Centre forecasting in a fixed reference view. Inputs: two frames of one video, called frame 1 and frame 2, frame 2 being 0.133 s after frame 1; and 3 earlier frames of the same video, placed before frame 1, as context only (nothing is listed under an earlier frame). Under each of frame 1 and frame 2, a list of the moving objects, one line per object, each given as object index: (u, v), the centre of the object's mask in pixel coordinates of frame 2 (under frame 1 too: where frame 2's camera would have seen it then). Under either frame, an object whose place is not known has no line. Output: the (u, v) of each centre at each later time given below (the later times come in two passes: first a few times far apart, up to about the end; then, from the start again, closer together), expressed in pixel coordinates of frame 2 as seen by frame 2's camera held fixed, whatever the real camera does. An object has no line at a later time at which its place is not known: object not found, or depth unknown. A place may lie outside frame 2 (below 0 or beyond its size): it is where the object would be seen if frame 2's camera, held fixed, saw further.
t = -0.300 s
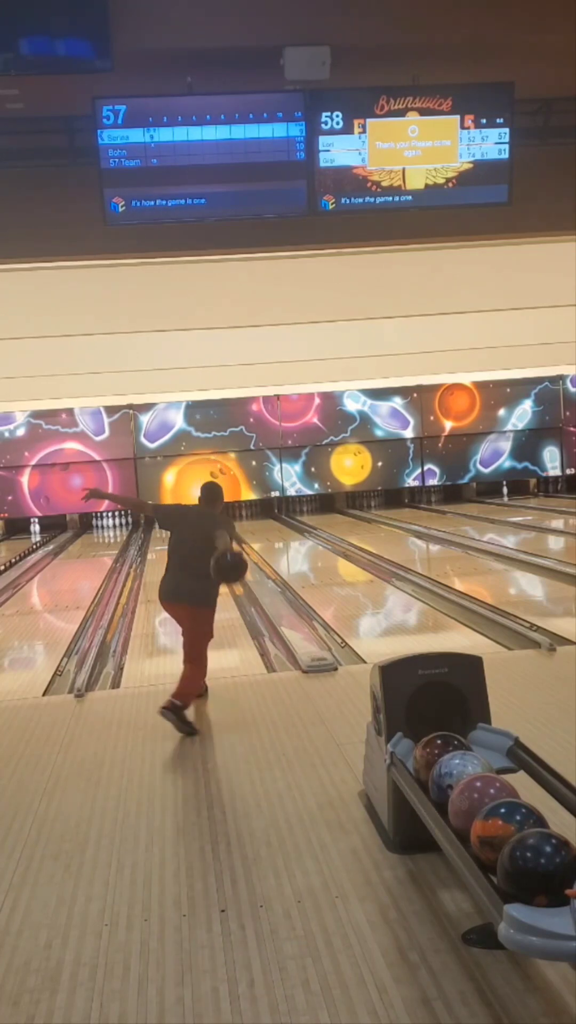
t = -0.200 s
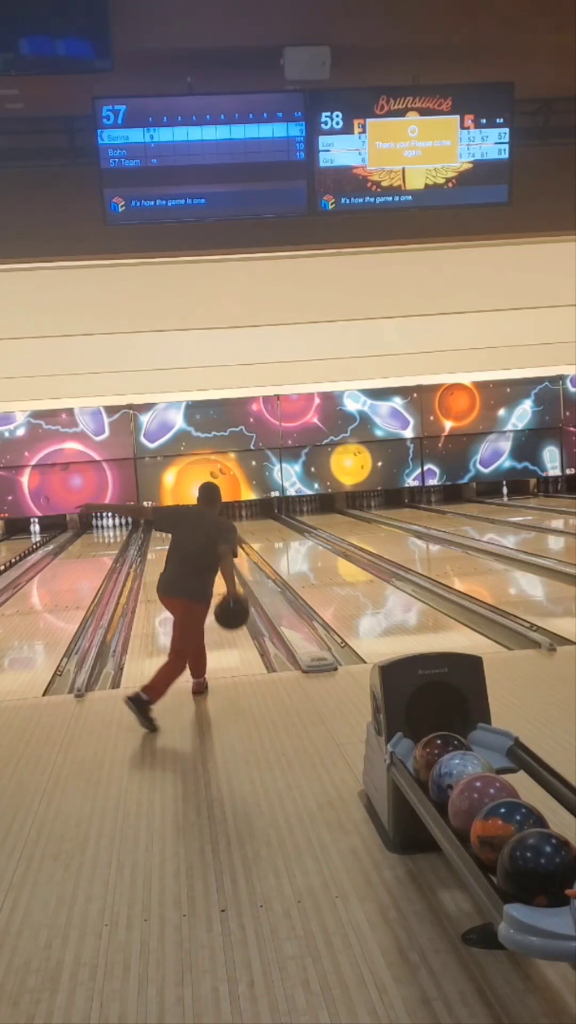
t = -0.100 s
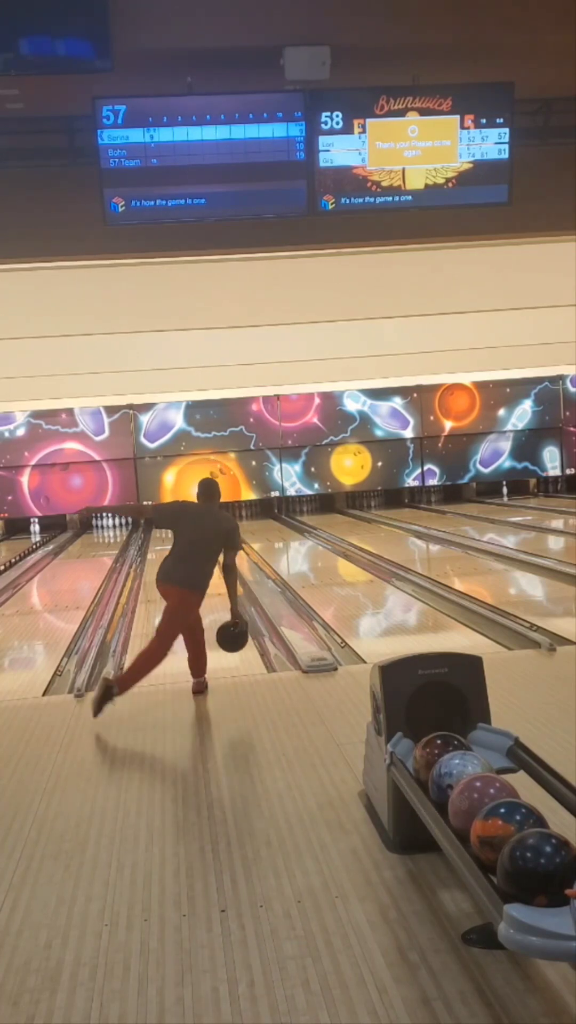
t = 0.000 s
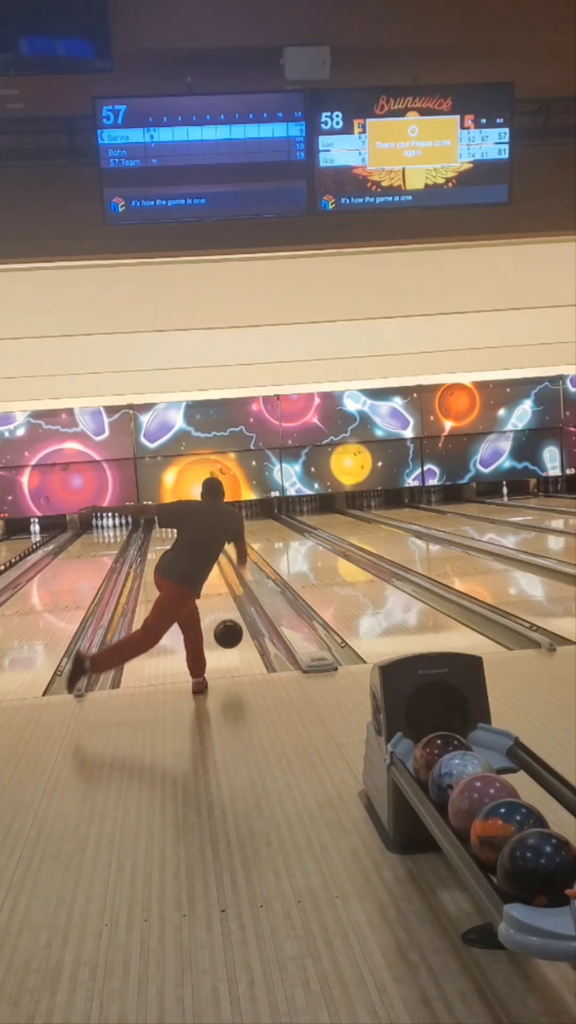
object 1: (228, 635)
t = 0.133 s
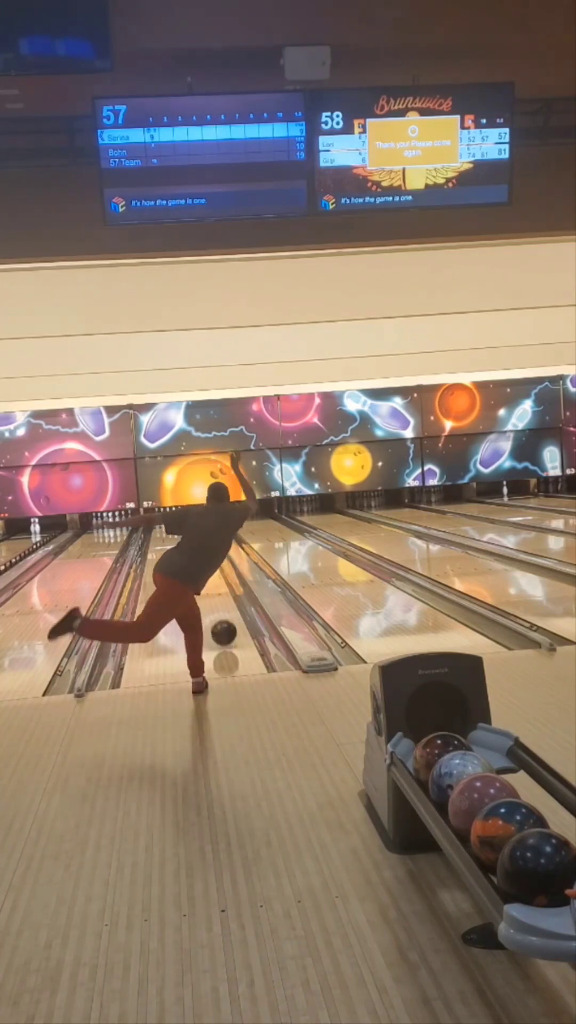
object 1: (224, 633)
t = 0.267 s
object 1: (219, 617)
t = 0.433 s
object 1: (214, 599)
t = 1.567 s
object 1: (195, 540)
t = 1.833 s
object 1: (191, 534)
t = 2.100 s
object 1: (188, 529)
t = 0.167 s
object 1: (222, 626)
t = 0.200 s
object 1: (221, 622)
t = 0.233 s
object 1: (220, 619)
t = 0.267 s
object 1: (219, 617)
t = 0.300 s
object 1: (218, 613)
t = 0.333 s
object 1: (217, 609)
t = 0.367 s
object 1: (216, 606)
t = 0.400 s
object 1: (215, 602)
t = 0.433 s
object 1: (214, 599)
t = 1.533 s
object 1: (194, 540)
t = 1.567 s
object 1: (195, 540)
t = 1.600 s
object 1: (194, 539)
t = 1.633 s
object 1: (194, 539)
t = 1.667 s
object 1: (194, 538)
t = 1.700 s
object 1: (193, 537)
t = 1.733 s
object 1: (193, 536)
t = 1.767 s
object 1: (192, 535)
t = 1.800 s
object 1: (192, 535)
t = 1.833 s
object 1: (191, 534)
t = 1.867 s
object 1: (191, 533)
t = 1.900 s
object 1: (191, 533)
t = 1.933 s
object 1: (190, 532)
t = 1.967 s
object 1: (190, 532)
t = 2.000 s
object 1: (189, 531)
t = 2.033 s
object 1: (189, 530)
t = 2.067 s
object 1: (188, 529)
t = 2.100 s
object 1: (188, 529)
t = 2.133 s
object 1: (188, 528)
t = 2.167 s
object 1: (187, 528)
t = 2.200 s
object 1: (187, 527)
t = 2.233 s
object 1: (186, 526)
